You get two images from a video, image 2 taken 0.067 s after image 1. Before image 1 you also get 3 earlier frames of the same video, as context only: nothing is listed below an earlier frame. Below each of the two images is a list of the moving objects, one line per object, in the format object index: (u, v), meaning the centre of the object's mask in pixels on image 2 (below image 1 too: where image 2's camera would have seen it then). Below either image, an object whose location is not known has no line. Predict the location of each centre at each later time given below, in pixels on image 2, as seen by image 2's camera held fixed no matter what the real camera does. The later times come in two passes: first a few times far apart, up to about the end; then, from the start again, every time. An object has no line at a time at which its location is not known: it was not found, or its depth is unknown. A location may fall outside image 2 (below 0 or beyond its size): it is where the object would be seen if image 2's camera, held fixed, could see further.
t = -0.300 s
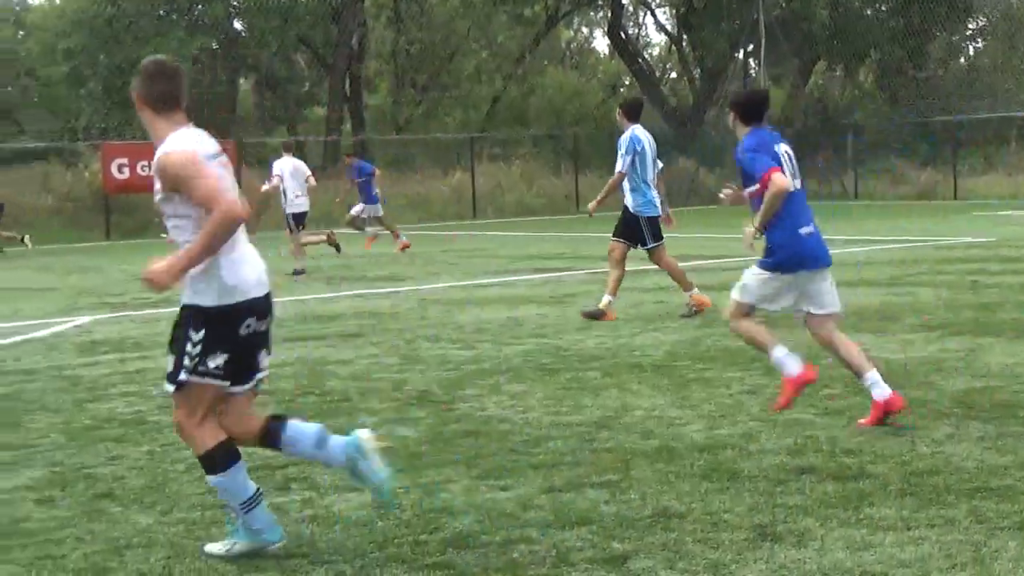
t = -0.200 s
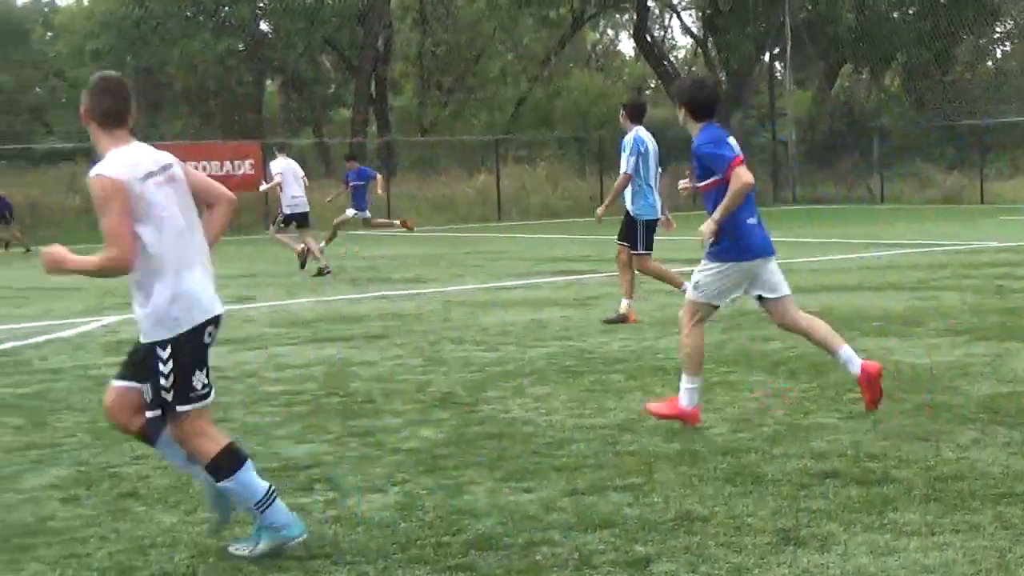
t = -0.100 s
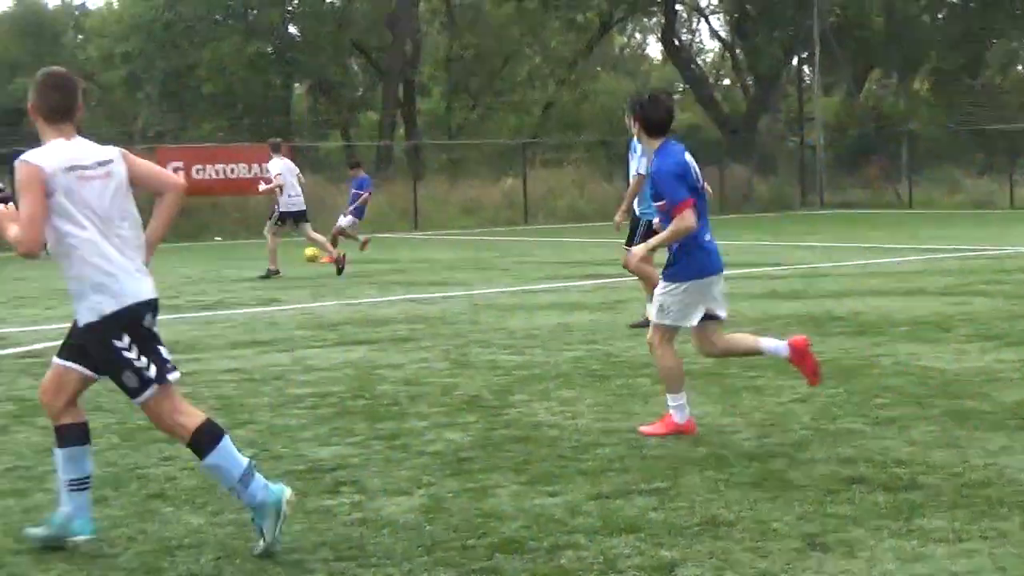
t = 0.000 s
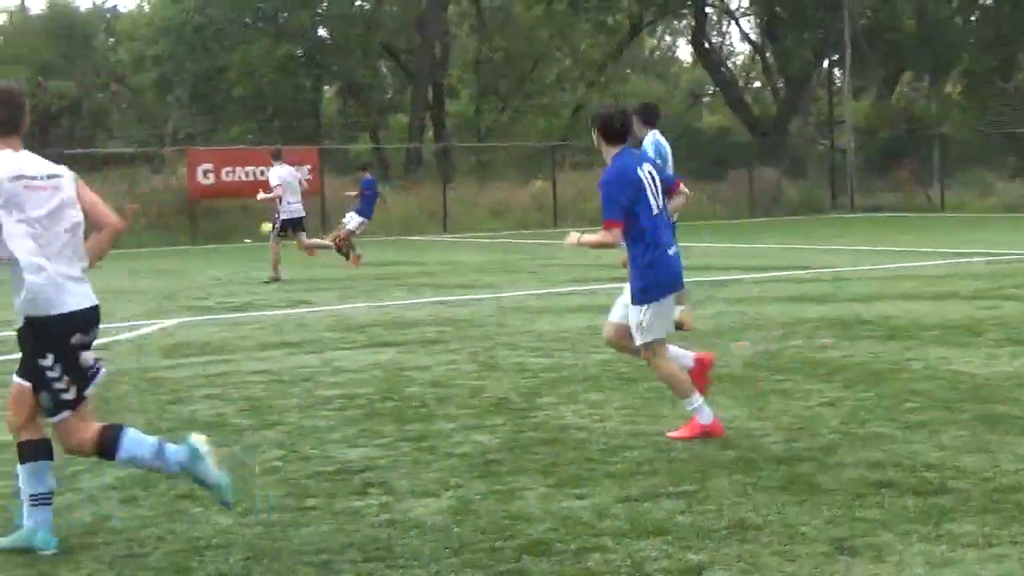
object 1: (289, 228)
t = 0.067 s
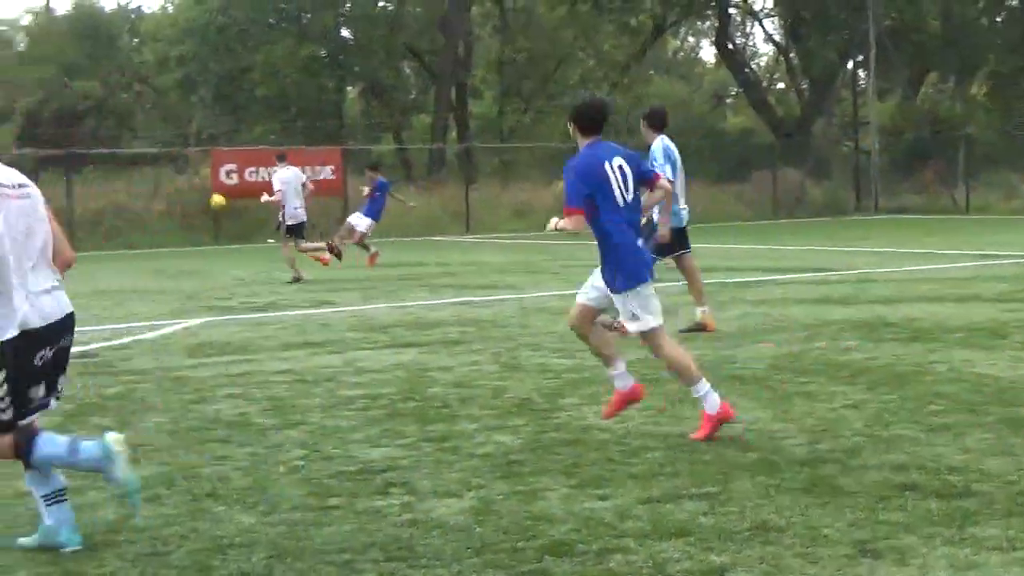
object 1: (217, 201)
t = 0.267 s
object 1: (-12, 122)
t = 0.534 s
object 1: (-353, 20)
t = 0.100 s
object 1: (181, 186)
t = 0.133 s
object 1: (143, 172)
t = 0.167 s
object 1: (105, 161)
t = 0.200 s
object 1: (66, 148)
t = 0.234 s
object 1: (26, 135)
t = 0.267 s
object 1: (-12, 122)
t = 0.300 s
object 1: (-48, 111)
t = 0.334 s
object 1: (-92, 98)
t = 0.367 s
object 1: (-132, 87)
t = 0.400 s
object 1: (-175, 73)
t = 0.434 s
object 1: (-219, 61)
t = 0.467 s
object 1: (-262, 47)
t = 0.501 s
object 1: (-305, 32)
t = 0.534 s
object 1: (-353, 20)
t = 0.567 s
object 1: (-394, 8)
